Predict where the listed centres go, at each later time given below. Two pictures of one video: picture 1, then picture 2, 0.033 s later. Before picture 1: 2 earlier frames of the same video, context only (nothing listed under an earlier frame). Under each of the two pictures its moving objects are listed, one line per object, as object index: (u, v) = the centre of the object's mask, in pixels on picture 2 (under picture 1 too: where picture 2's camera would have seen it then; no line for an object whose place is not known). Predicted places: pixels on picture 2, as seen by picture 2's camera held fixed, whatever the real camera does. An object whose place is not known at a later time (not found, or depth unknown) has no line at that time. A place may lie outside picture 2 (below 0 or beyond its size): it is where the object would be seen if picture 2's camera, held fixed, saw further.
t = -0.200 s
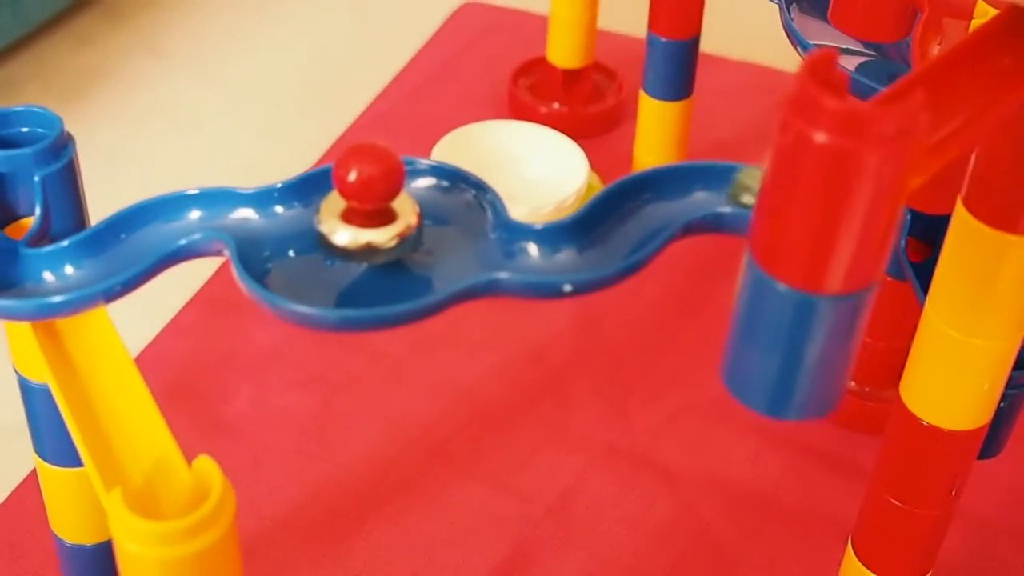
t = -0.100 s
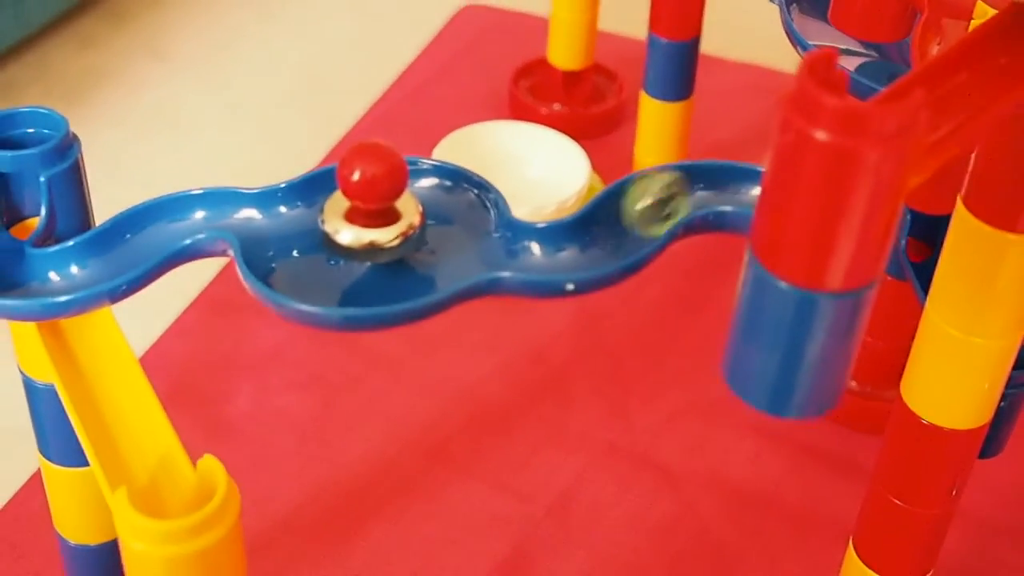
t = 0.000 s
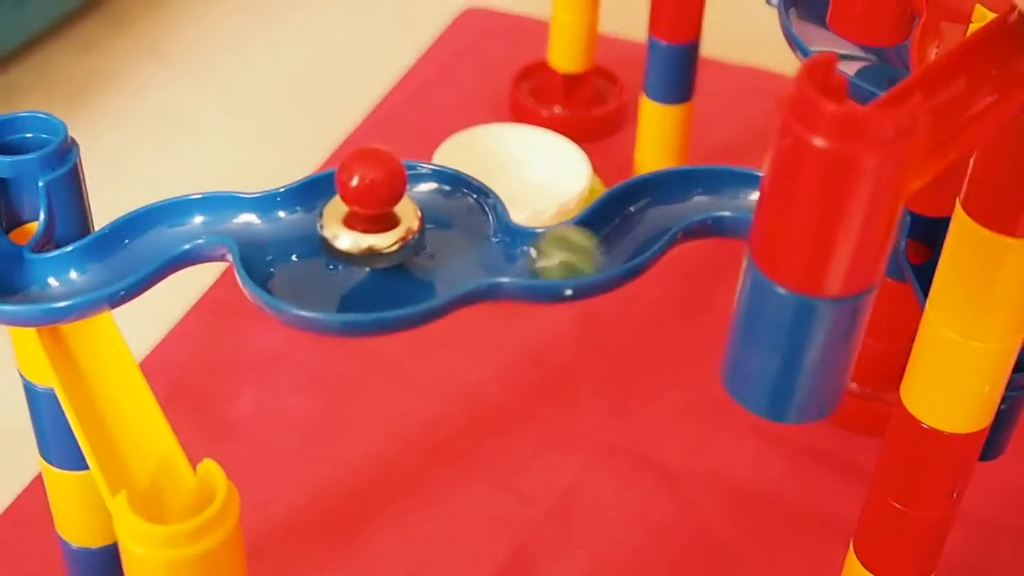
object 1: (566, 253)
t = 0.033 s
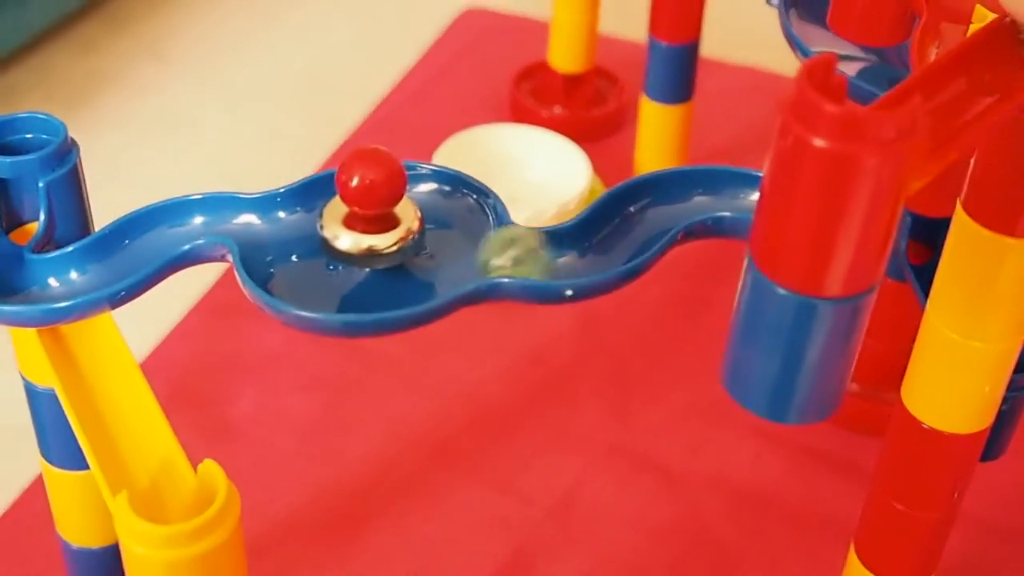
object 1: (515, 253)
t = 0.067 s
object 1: (463, 252)
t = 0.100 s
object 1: (446, 251)
